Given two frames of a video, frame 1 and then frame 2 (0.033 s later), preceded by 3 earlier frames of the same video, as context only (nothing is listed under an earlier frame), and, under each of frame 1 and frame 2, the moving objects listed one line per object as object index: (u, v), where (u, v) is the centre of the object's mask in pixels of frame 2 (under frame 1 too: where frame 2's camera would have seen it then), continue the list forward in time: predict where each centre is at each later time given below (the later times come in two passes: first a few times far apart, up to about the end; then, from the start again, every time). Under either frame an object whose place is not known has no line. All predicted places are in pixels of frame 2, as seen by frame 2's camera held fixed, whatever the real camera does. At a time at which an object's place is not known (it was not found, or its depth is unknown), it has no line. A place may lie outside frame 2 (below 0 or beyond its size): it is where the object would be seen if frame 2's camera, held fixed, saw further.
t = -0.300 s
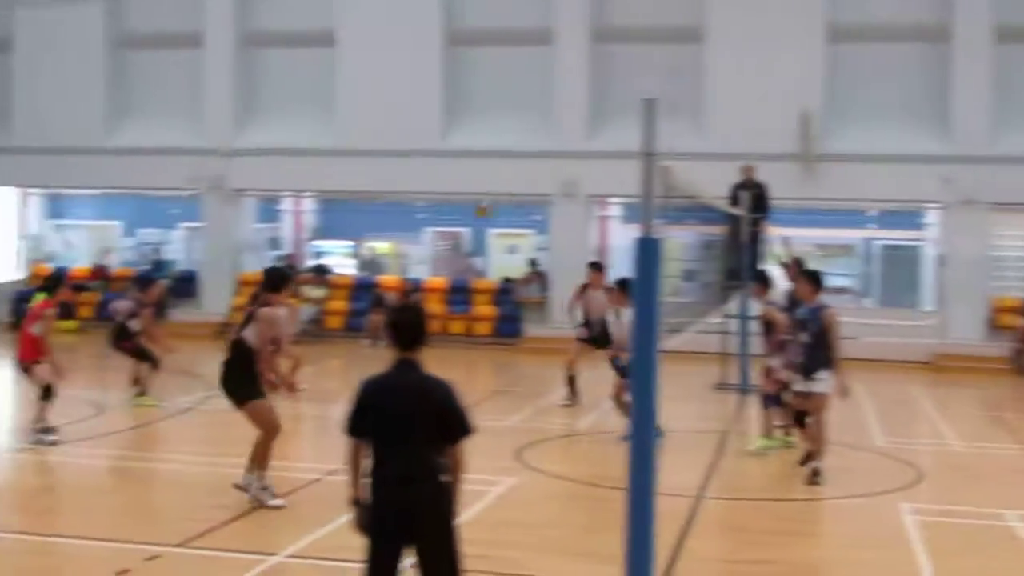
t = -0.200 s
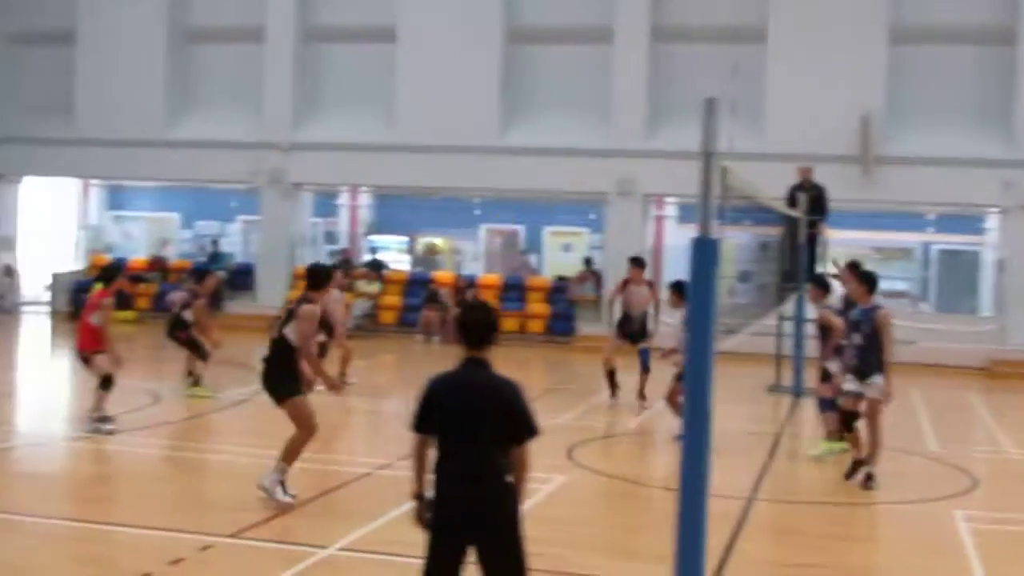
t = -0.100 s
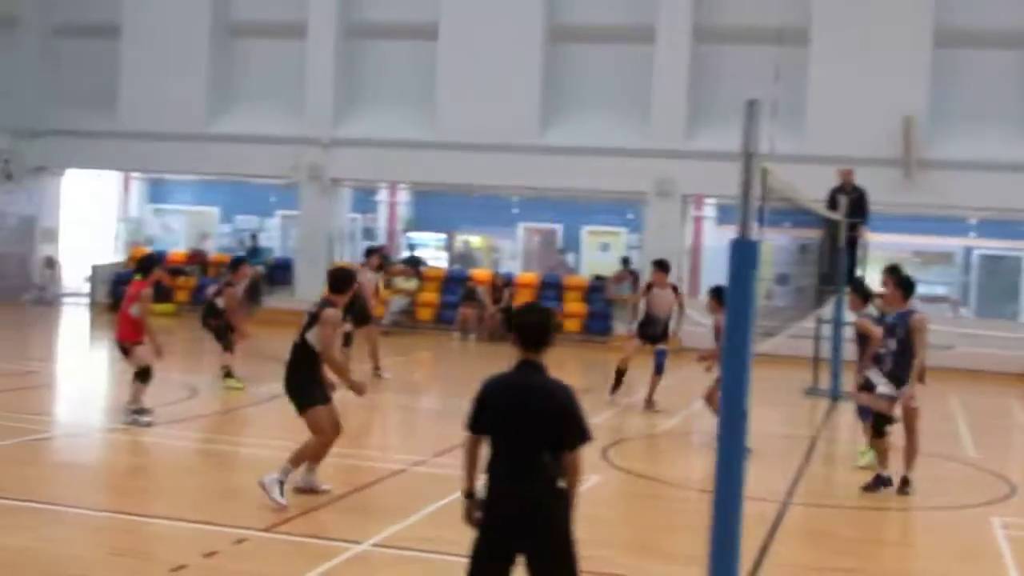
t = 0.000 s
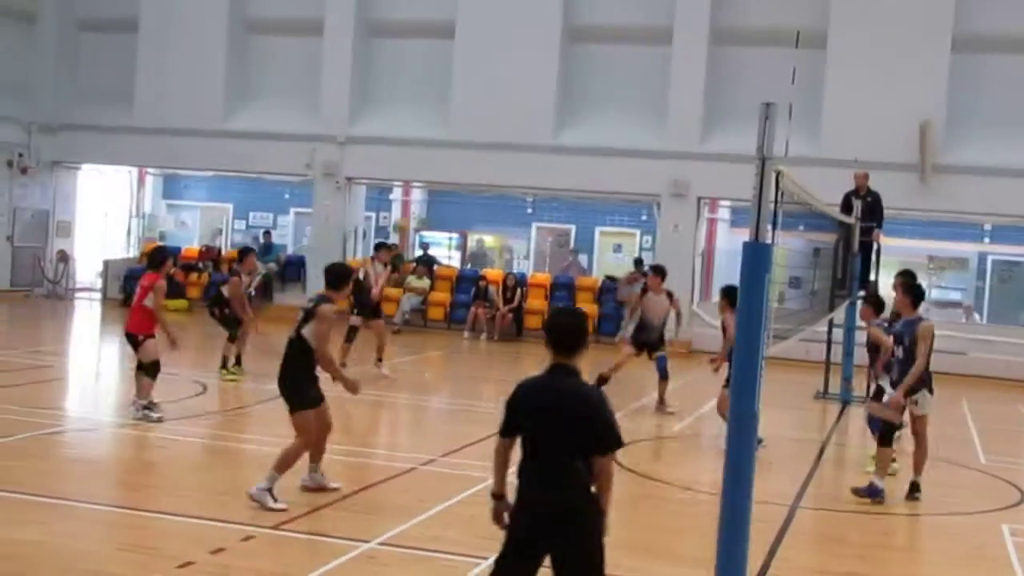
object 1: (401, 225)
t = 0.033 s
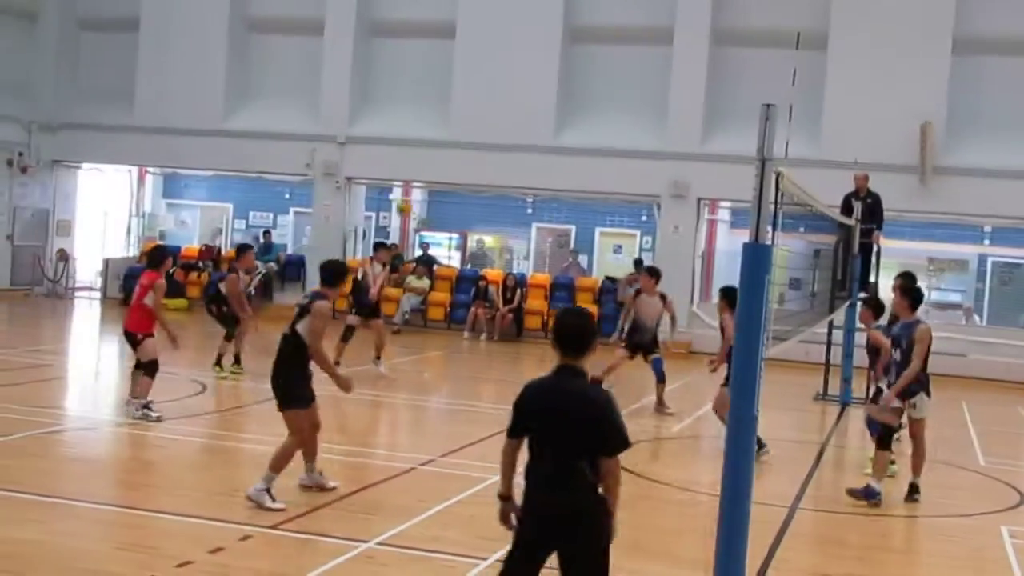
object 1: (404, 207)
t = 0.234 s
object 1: (424, 108)
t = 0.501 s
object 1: (451, 21)
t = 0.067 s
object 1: (407, 188)
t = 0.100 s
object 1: (411, 171)
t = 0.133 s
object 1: (413, 153)
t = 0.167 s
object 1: (418, 137)
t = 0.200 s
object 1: (420, 122)
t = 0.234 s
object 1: (424, 108)
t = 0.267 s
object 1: (427, 95)
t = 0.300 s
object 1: (431, 82)
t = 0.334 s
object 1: (435, 69)
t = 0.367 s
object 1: (438, 57)
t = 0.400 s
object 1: (440, 46)
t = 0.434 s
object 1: (444, 37)
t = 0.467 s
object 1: (447, 29)
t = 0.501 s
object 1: (451, 21)
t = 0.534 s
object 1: (453, 14)
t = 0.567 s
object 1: (458, 9)
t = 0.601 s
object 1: (461, 3)
